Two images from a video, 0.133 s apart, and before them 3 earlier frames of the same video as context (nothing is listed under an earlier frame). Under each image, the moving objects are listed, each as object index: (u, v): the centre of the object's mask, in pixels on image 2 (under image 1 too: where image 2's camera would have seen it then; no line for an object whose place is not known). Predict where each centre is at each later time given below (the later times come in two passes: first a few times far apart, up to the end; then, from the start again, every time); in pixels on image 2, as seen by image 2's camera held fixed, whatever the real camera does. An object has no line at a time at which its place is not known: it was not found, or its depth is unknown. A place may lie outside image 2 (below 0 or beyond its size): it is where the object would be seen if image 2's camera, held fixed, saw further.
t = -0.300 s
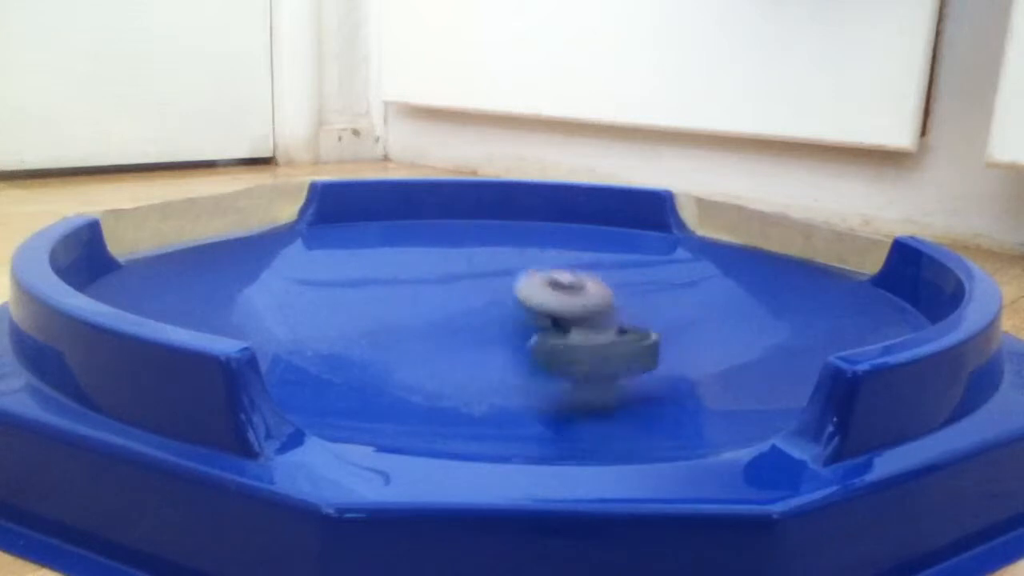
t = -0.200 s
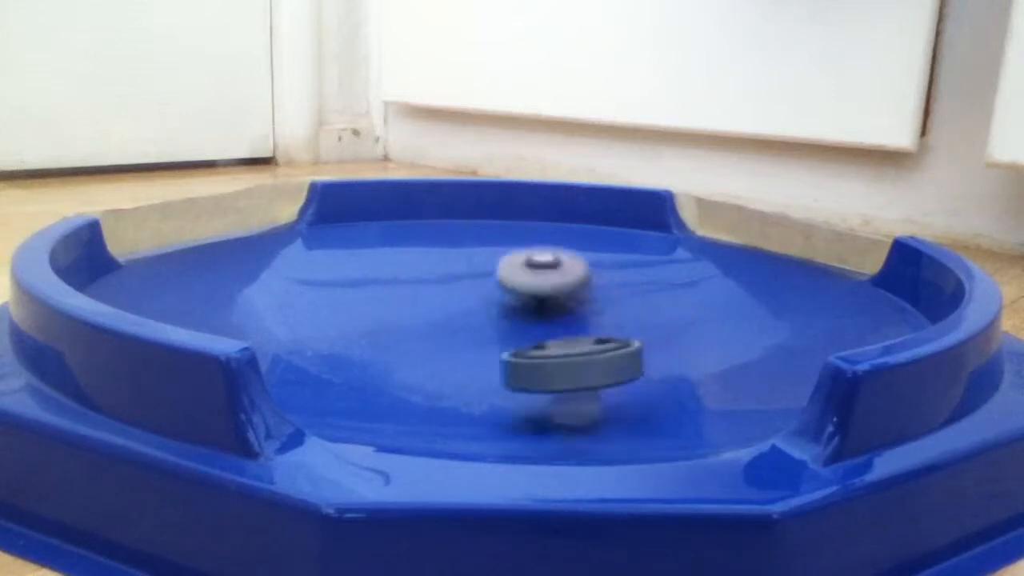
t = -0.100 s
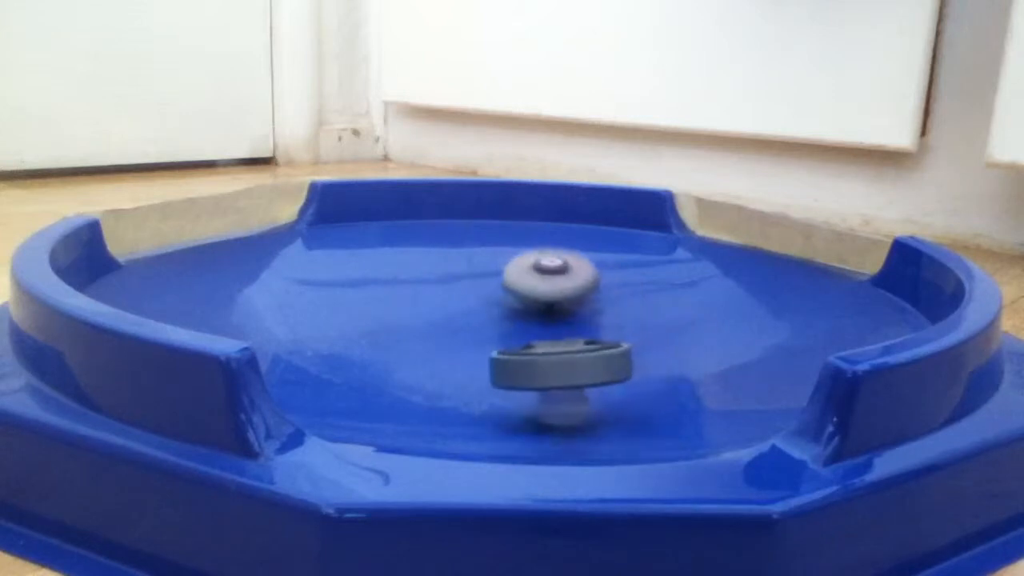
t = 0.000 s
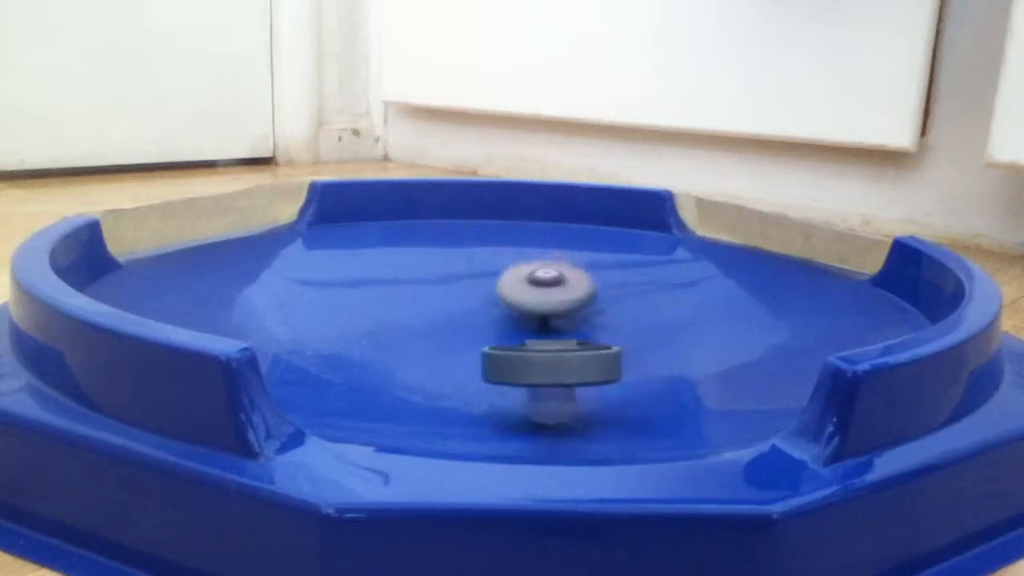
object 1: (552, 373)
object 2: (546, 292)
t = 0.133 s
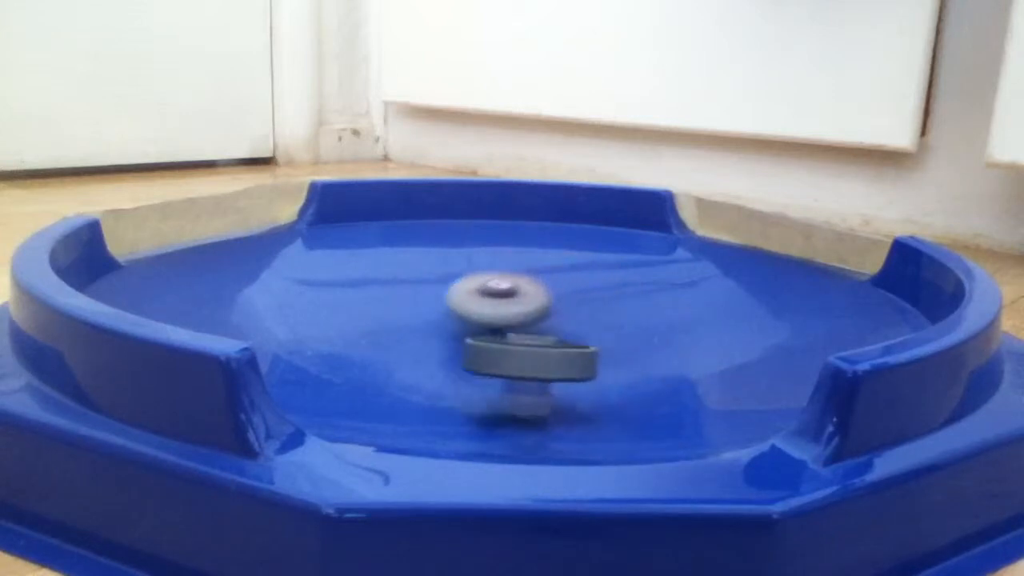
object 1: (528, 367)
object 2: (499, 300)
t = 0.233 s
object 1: (509, 360)
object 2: (453, 304)
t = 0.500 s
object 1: (454, 340)
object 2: (353, 296)
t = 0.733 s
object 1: (437, 316)
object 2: (381, 278)
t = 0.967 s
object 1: (511, 331)
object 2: (451, 275)
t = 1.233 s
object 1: (607, 342)
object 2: (518, 277)
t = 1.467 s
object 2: (576, 292)
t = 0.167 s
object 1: (522, 365)
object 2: (485, 302)
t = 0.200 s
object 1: (515, 362)
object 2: (470, 302)
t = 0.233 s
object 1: (509, 360)
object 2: (453, 304)
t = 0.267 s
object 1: (501, 356)
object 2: (438, 304)
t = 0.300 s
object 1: (495, 354)
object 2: (424, 305)
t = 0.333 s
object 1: (488, 352)
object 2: (410, 306)
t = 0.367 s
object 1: (479, 349)
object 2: (396, 306)
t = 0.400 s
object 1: (474, 340)
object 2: (382, 306)
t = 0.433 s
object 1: (465, 338)
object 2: (369, 306)
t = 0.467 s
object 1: (458, 343)
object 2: (360, 298)
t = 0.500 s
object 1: (454, 340)
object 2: (353, 296)
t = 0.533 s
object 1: (450, 339)
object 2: (349, 293)
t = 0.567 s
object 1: (444, 336)
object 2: (348, 292)
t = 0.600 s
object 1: (439, 334)
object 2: (350, 289)
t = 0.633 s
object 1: (435, 329)
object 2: (355, 287)
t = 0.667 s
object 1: (430, 325)
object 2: (362, 285)
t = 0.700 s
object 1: (429, 322)
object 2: (369, 287)
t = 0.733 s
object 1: (437, 316)
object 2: (381, 278)
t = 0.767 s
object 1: (452, 325)
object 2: (388, 277)
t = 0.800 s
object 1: (467, 329)
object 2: (397, 272)
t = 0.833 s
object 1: (482, 330)
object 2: (406, 269)
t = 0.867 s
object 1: (494, 332)
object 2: (413, 271)
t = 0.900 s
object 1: (503, 332)
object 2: (424, 269)
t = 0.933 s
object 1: (506, 332)
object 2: (436, 272)
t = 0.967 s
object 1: (511, 331)
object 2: (451, 275)
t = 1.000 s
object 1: (522, 329)
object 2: (465, 277)
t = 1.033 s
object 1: (533, 329)
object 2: (479, 278)
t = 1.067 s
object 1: (541, 329)
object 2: (490, 282)
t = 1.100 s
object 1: (546, 326)
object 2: (500, 284)
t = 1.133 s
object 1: (552, 324)
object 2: (504, 286)
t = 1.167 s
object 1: (570, 328)
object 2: (511, 282)
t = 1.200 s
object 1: (593, 337)
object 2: (516, 285)
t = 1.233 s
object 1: (607, 342)
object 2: (518, 277)
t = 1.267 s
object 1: (622, 345)
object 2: (519, 275)
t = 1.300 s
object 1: (632, 350)
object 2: (522, 275)
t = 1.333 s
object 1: (636, 351)
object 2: (531, 279)
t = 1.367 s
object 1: (640, 352)
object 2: (541, 285)
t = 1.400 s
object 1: (643, 351)
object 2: (555, 286)
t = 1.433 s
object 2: (565, 290)
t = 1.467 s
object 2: (576, 292)
